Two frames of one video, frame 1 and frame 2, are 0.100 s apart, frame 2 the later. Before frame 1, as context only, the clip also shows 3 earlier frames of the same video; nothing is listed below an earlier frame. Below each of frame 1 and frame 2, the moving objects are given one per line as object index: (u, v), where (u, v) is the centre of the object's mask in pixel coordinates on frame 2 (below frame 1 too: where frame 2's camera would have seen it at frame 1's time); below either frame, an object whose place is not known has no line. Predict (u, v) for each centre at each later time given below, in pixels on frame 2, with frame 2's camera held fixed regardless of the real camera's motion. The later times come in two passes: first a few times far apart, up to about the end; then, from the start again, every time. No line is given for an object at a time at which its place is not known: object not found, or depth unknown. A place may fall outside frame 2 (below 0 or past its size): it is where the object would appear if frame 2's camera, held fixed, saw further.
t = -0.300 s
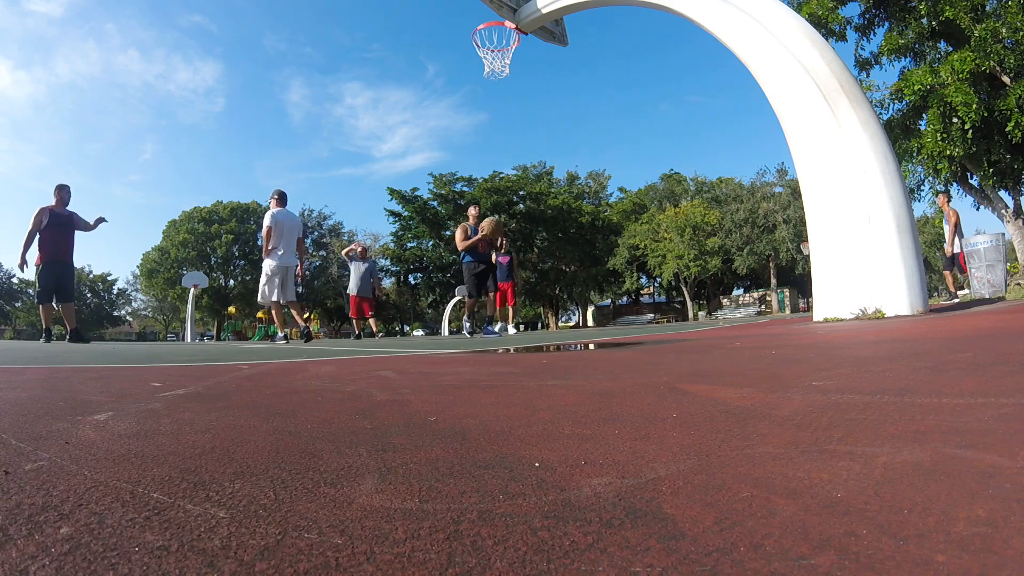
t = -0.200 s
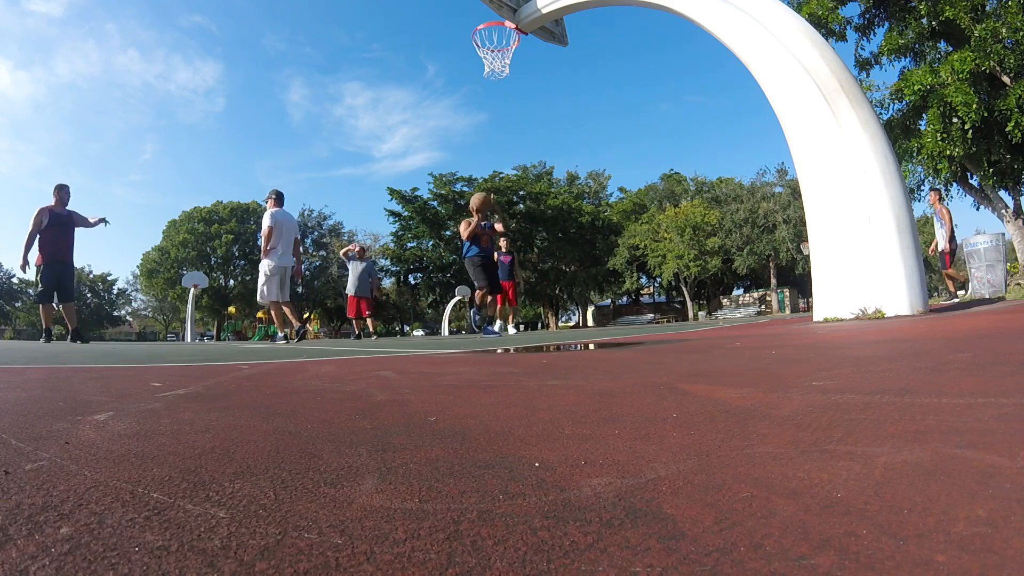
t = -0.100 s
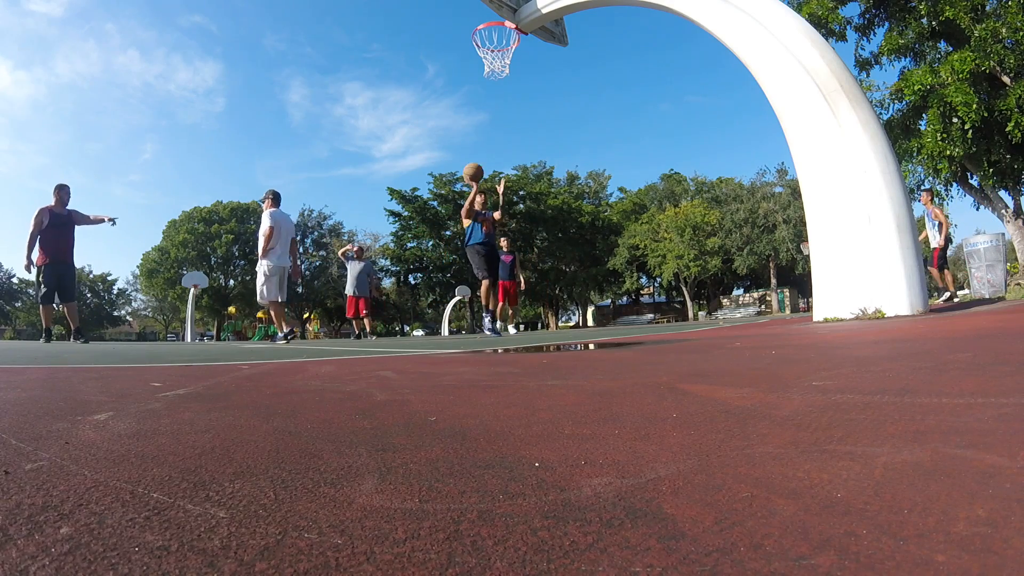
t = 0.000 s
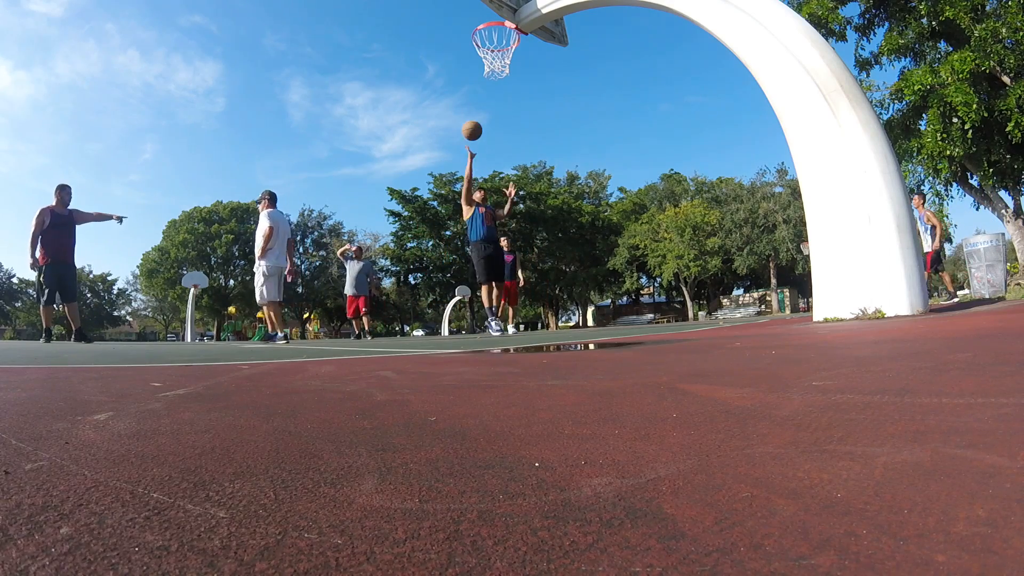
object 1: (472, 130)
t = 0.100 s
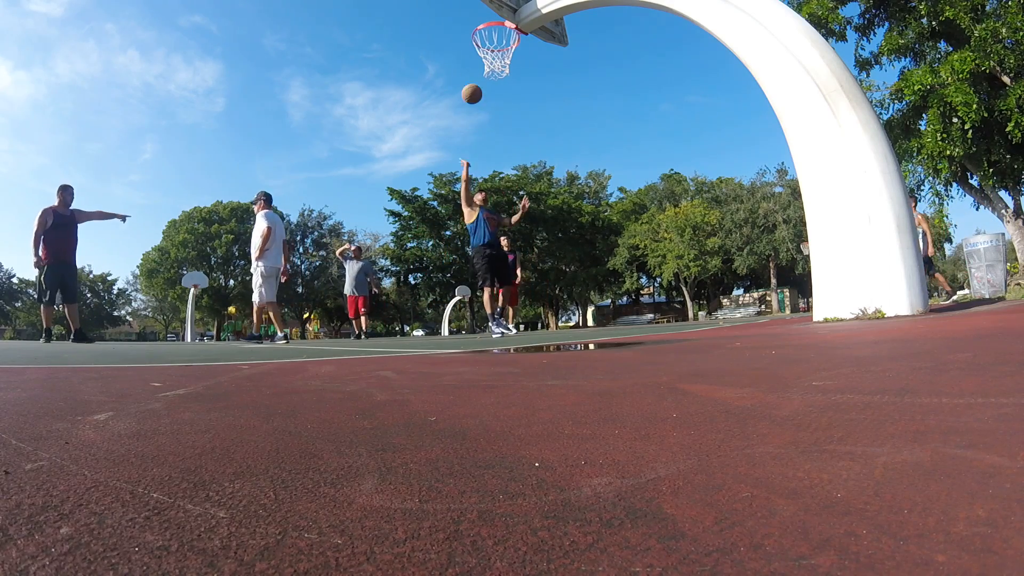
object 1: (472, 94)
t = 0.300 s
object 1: (471, 43)
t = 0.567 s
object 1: (475, 17)
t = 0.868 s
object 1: (489, 22)
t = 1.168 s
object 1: (497, 39)
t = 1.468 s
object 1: (489, 53)
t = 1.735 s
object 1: (505, 112)
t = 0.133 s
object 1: (472, 83)
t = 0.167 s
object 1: (472, 74)
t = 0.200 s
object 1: (472, 65)
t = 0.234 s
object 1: (471, 57)
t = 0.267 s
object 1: (470, 51)
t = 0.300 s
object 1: (471, 43)
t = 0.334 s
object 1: (468, 37)
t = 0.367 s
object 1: (469, 31)
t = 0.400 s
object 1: (471, 26)
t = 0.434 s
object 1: (472, 23)
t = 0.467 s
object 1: (473, 20)
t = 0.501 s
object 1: (474, 19)
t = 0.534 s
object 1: (474, 17)
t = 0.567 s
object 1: (475, 17)
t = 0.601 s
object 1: (475, 17)
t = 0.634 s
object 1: (475, 17)
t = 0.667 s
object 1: (475, 18)
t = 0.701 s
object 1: (475, 20)
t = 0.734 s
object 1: (475, 22)
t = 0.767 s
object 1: (477, 26)
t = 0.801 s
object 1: (482, 24)
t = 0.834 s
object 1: (486, 23)
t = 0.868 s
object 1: (489, 22)
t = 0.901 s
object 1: (494, 26)
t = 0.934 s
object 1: (497, 26)
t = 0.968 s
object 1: (501, 28)
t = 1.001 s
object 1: (503, 32)
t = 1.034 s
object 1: (501, 33)
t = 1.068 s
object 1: (501, 34)
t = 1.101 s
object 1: (501, 36)
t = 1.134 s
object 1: (500, 40)
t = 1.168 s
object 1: (497, 39)
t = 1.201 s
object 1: (495, 38)
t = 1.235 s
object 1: (492, 39)
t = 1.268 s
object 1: (489, 39)
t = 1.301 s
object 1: (486, 41)
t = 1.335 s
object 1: (485, 43)
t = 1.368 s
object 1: (486, 44)
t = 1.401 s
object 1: (486, 46)
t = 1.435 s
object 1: (488, 50)
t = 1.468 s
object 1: (489, 53)
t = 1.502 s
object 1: (490, 57)
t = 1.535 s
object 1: (492, 61)
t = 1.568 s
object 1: (494, 67)
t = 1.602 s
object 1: (496, 73)
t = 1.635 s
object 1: (498, 81)
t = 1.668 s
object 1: (500, 90)
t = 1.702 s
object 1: (503, 100)
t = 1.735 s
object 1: (505, 112)
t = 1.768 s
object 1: (507, 125)
